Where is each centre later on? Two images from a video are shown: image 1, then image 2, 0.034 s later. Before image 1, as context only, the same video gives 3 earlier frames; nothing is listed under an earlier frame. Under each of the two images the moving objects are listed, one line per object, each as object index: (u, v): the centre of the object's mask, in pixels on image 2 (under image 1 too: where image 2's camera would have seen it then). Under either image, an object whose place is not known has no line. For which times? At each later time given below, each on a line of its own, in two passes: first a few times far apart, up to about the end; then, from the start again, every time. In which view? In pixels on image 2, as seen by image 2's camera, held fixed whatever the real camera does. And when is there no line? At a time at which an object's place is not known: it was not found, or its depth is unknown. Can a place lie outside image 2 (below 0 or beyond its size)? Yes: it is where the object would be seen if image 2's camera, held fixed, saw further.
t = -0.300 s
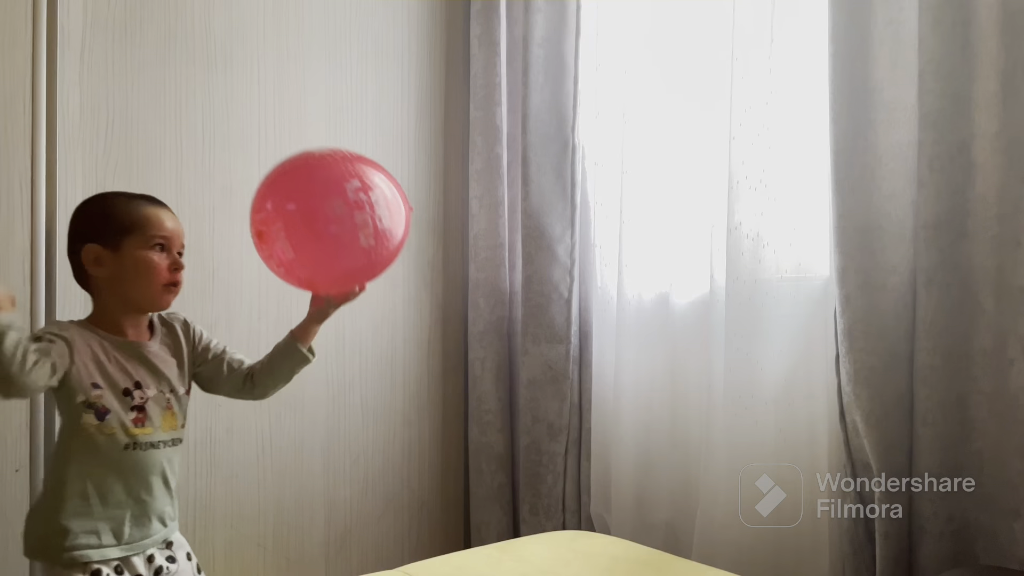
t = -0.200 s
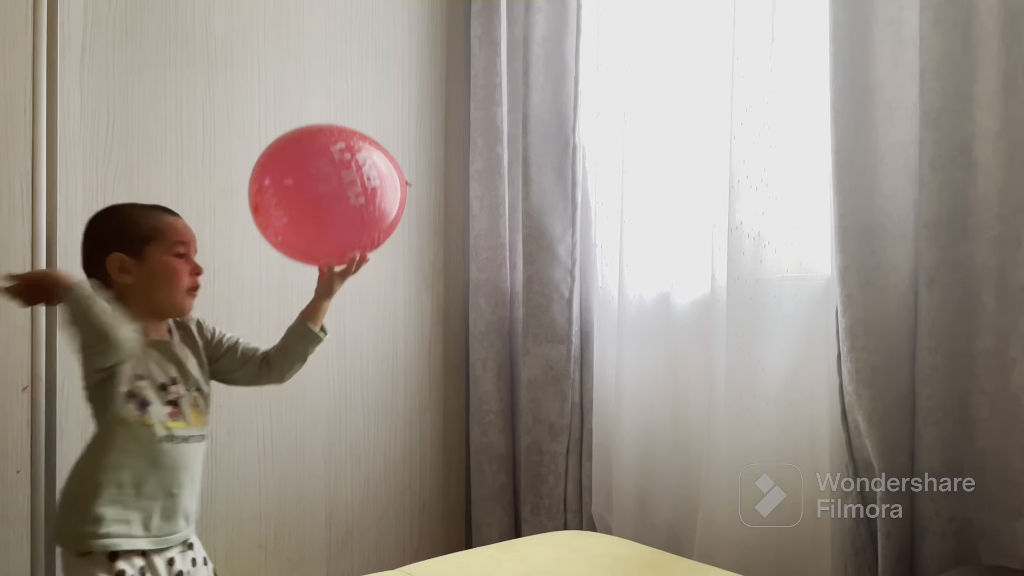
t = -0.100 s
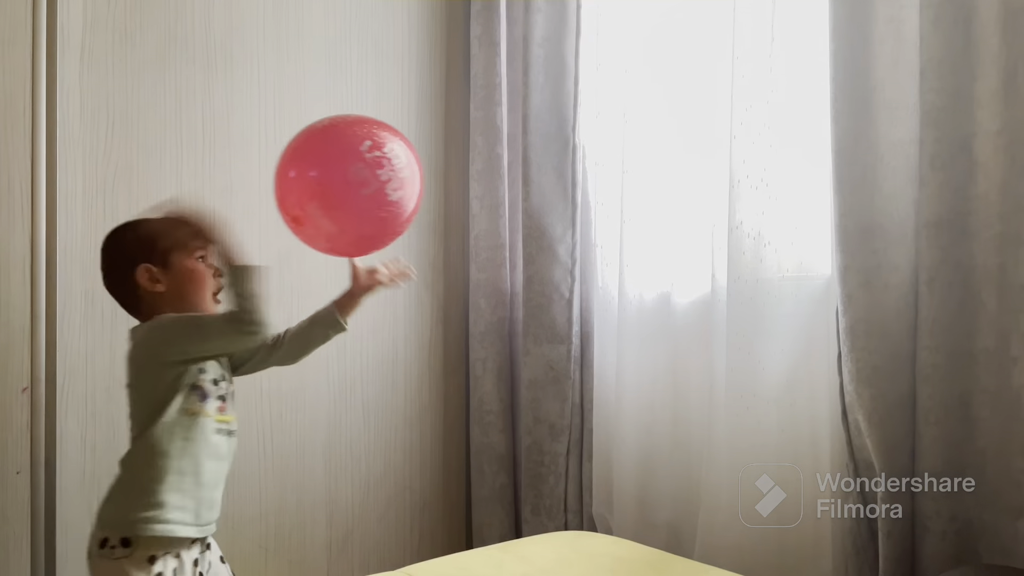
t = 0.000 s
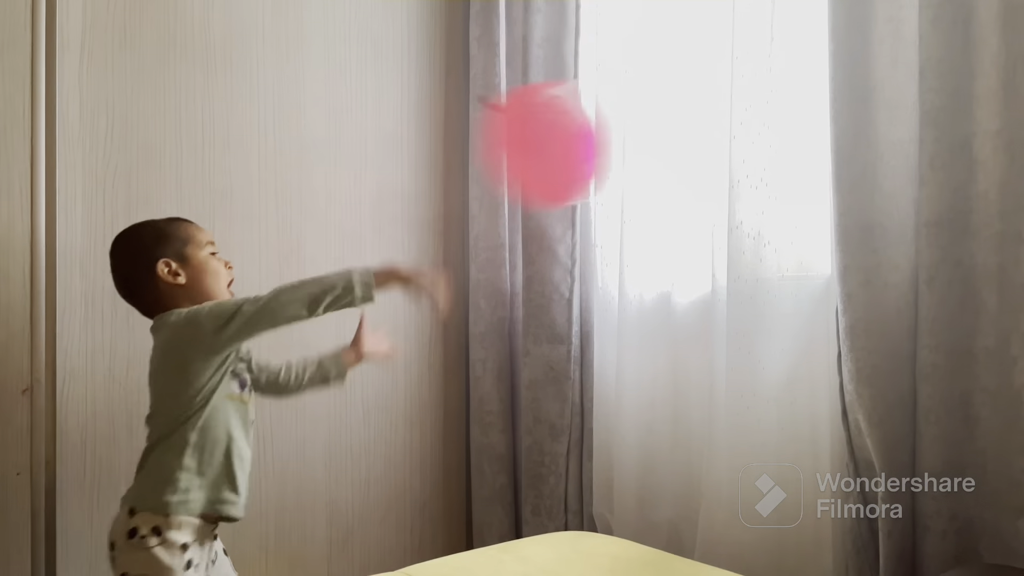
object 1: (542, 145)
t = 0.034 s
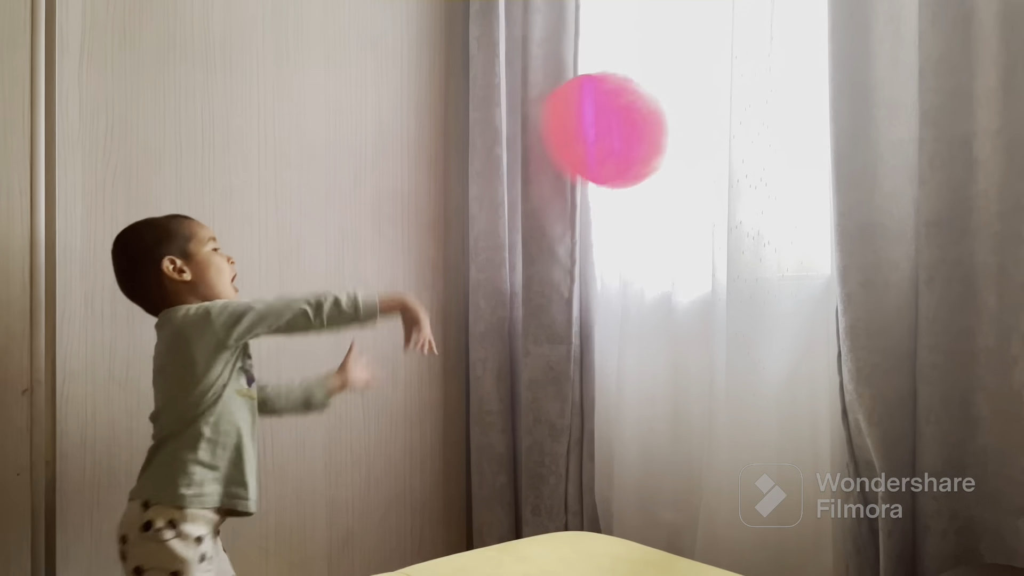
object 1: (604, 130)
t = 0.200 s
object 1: (646, 69)
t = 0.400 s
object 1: (638, 47)
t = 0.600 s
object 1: (626, 48)
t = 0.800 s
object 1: (618, 73)
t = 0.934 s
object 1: (616, 115)
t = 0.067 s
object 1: (629, 116)
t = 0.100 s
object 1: (637, 103)
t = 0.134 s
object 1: (641, 89)
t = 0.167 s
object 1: (644, 78)
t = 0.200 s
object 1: (646, 69)
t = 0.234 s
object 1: (646, 62)
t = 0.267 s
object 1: (645, 57)
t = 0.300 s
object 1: (644, 53)
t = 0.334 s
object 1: (643, 50)
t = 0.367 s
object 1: (641, 49)
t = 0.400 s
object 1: (638, 47)
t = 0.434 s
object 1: (636, 47)
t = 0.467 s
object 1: (634, 46)
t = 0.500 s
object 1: (632, 46)
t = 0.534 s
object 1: (629, 47)
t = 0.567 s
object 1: (627, 47)
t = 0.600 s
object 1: (626, 48)
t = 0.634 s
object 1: (624, 50)
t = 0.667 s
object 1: (622, 53)
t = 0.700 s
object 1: (621, 56)
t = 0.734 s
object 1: (619, 60)
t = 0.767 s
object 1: (618, 66)
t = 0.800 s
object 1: (618, 73)
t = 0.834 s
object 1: (617, 81)
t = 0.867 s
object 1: (617, 91)
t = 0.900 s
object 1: (617, 102)
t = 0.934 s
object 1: (616, 115)
